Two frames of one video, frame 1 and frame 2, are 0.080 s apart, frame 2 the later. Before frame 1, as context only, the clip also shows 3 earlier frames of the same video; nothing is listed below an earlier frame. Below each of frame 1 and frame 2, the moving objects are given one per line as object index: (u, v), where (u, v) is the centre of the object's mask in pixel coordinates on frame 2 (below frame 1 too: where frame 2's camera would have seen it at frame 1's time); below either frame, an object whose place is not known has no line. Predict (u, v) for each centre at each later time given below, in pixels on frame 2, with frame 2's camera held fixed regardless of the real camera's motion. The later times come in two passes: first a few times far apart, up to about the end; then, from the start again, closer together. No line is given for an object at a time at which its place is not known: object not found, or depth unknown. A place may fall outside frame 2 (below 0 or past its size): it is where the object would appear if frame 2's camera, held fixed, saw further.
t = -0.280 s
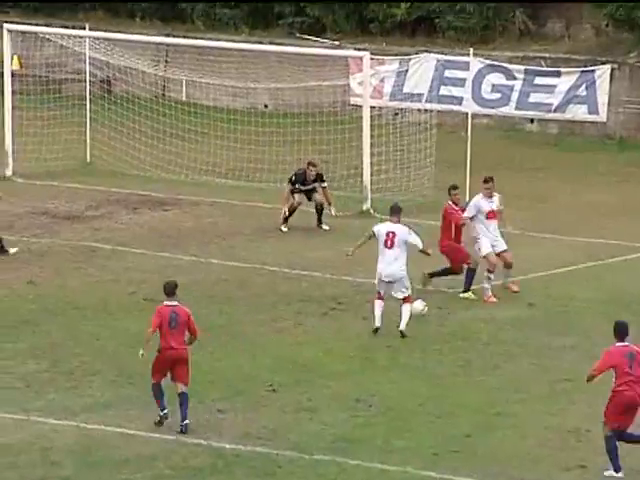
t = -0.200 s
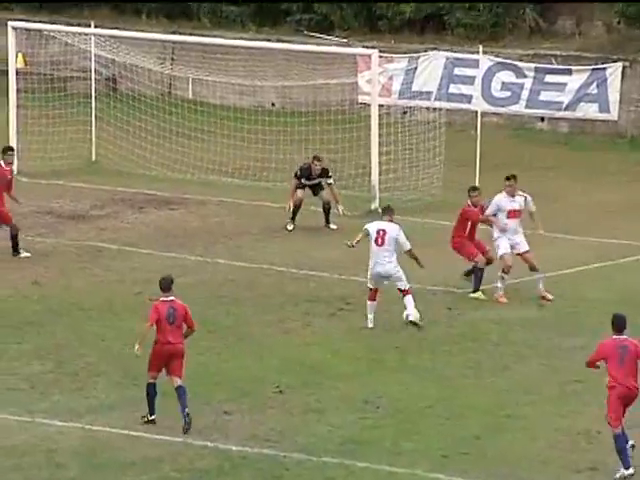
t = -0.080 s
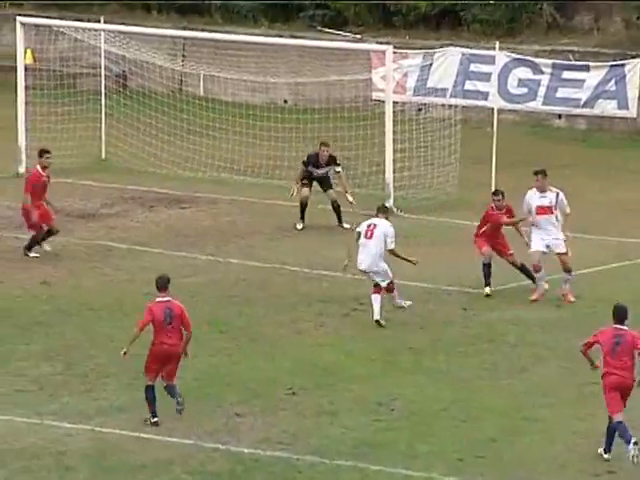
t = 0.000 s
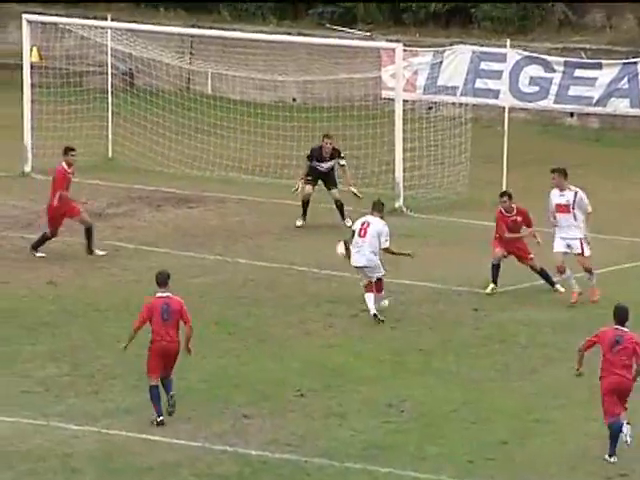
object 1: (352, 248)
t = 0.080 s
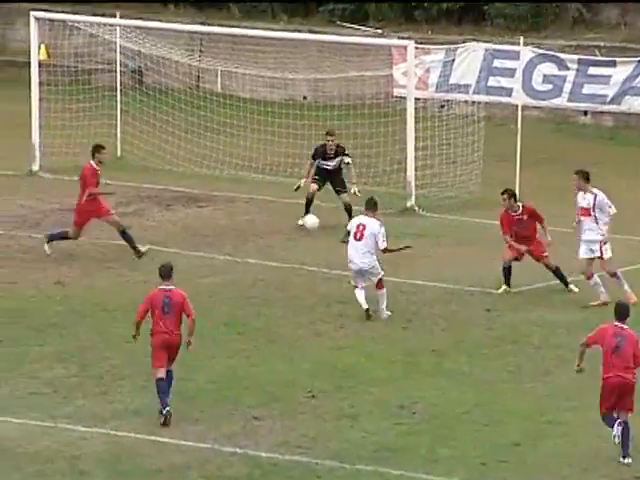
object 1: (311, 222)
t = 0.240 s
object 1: (228, 186)
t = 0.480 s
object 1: (110, 173)
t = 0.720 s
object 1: (2, 153)
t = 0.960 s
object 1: (-93, 119)
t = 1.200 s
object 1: (-181, 133)
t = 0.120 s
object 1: (289, 209)
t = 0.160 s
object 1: (269, 201)
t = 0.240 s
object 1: (228, 186)
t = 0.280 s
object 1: (208, 181)
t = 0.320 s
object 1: (187, 177)
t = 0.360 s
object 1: (168, 174)
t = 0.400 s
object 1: (147, 172)
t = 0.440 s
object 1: (129, 172)
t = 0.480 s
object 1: (110, 173)
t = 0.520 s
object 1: (91, 174)
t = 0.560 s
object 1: (71, 178)
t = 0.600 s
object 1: (53, 182)
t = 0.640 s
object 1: (34, 175)
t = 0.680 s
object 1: (18, 164)
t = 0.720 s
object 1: (2, 153)
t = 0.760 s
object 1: (-14, 144)
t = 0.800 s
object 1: (-30, 136)
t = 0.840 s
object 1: (-46, 130)
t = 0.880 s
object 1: (-61, 125)
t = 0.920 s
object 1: (-78, 121)
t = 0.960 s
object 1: (-93, 119)
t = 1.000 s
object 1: (-107, 118)
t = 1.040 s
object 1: (-123, 119)
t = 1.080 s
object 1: (-139, 120)
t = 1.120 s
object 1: (-152, 123)
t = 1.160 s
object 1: (-166, 129)
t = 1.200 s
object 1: (-181, 133)
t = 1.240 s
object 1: (-193, 127)
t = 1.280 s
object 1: (-205, 121)
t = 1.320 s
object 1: (-217, 114)
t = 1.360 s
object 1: (-228, 108)
